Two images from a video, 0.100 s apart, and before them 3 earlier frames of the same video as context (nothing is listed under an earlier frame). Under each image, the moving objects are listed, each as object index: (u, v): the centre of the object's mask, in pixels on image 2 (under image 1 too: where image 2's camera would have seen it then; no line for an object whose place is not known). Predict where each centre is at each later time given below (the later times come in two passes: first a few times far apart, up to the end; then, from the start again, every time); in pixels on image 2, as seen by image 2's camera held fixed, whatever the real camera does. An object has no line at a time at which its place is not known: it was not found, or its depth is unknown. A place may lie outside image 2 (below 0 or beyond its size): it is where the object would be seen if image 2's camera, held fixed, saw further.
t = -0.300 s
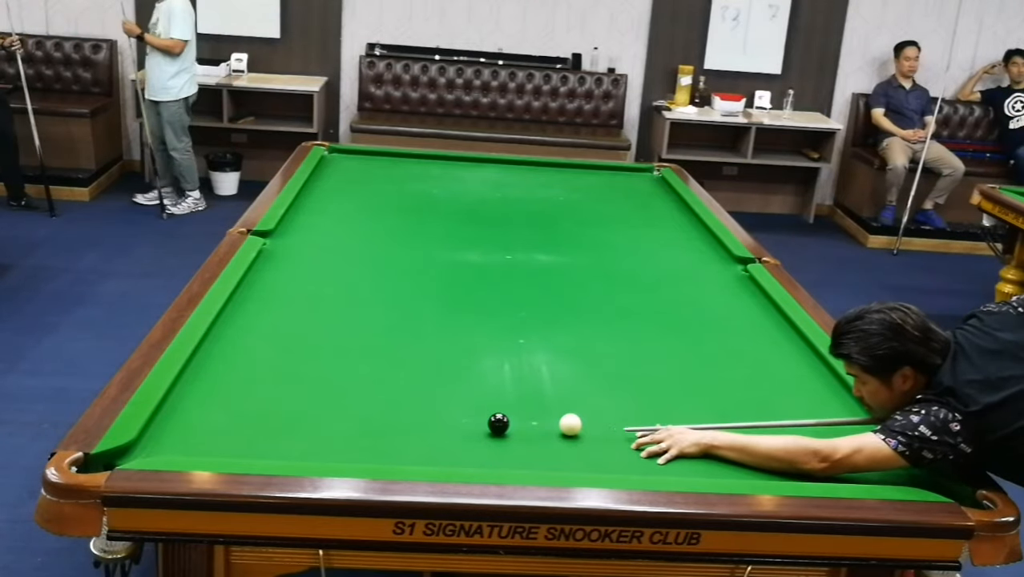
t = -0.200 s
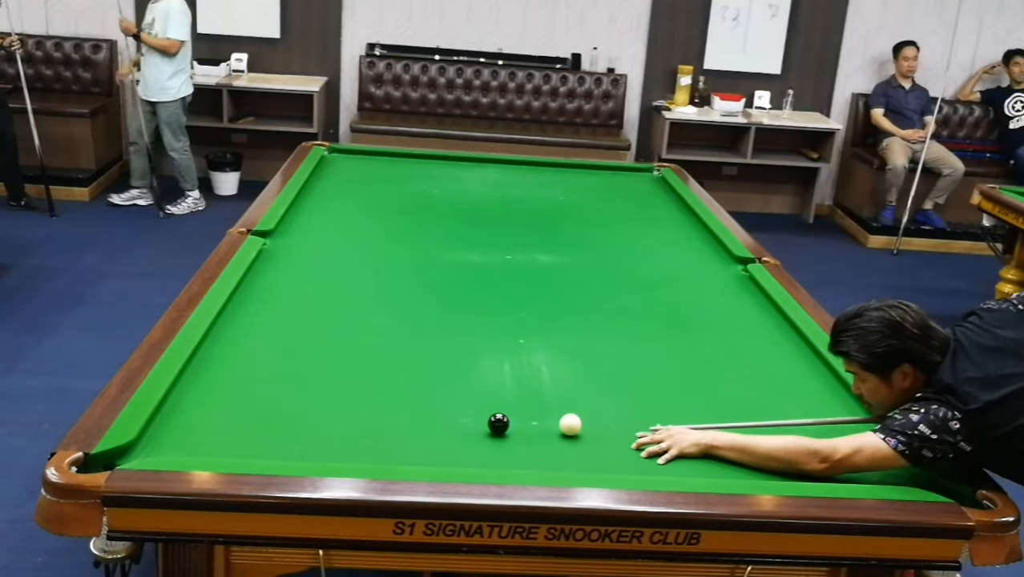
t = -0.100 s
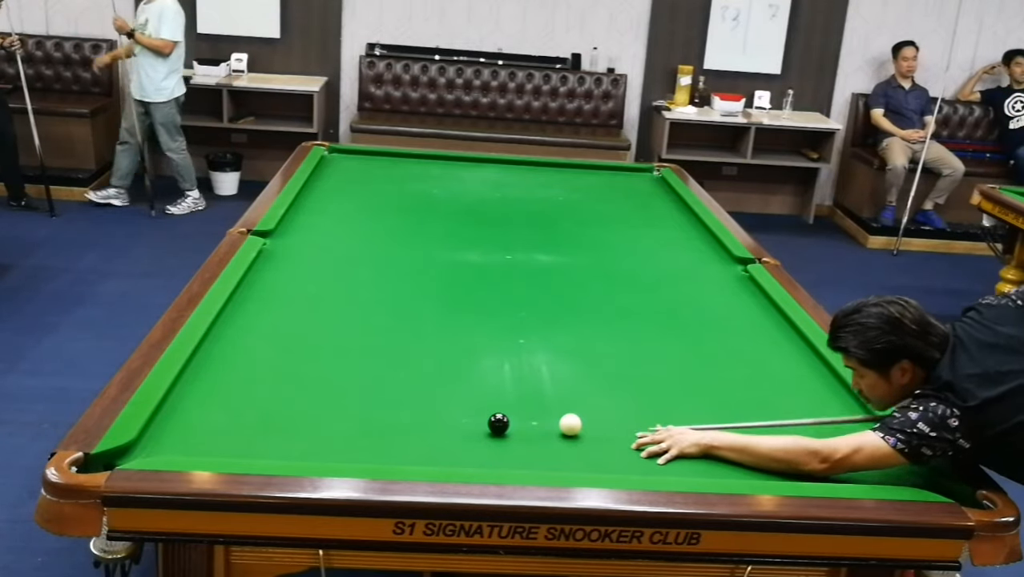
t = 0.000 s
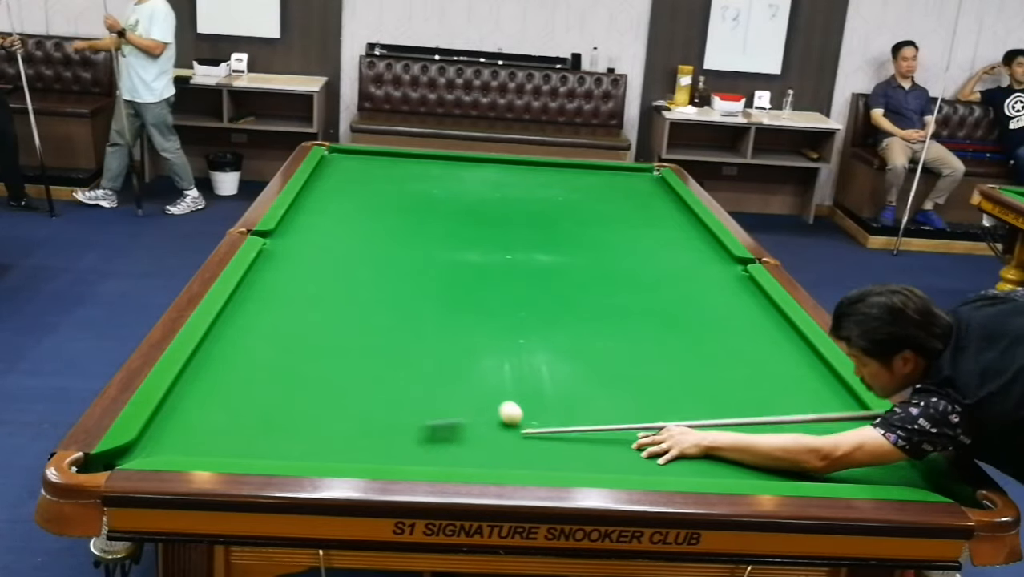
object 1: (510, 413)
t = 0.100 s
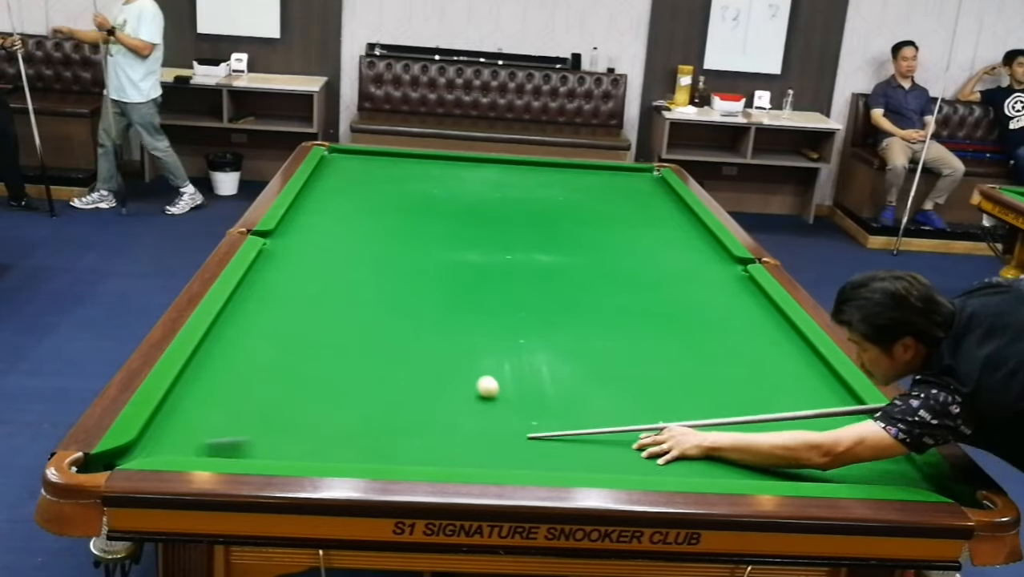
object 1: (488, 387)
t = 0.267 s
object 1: (474, 353)
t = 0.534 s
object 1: (501, 317)
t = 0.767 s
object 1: (544, 295)
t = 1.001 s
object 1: (581, 276)
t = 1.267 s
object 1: (617, 257)
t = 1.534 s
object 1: (649, 242)
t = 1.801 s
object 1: (676, 228)
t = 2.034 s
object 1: (693, 218)
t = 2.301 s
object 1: (665, 207)
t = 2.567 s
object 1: (641, 197)
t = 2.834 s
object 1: (618, 188)
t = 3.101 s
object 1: (599, 181)
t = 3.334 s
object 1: (583, 174)
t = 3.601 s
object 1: (567, 168)
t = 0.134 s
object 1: (482, 379)
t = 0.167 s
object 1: (479, 372)
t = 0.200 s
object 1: (476, 365)
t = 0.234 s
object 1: (474, 359)
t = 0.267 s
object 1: (474, 353)
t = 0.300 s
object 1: (474, 347)
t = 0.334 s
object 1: (476, 342)
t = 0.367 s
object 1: (478, 337)
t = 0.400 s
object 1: (481, 333)
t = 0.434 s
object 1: (485, 329)
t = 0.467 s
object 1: (489, 324)
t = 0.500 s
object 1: (495, 321)
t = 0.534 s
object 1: (501, 317)
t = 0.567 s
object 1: (508, 313)
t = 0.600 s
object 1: (514, 310)
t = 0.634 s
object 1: (520, 307)
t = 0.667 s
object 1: (526, 304)
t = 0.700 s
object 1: (532, 301)
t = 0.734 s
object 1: (538, 298)
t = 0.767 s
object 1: (544, 295)
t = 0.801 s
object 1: (549, 292)
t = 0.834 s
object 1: (555, 289)
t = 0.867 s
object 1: (560, 286)
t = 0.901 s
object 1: (566, 284)
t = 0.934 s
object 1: (571, 281)
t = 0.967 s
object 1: (576, 278)
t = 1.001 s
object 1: (581, 276)
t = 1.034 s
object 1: (586, 273)
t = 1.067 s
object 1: (590, 271)
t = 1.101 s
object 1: (595, 269)
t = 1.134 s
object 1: (600, 266)
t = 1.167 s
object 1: (604, 264)
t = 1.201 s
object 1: (609, 262)
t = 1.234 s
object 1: (613, 260)
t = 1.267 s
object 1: (617, 257)
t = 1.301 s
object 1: (622, 256)
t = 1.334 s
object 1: (626, 253)
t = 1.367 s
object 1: (630, 251)
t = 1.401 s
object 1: (634, 249)
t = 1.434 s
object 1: (638, 247)
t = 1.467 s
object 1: (641, 246)
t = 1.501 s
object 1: (645, 243)
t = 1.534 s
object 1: (649, 242)
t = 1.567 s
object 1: (653, 240)
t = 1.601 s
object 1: (656, 238)
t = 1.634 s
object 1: (660, 236)
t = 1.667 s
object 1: (663, 235)
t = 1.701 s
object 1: (667, 233)
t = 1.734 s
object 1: (670, 231)
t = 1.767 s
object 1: (673, 230)
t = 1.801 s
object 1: (676, 228)
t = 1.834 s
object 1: (680, 226)
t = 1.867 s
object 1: (683, 225)
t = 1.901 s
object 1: (686, 223)
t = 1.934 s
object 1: (689, 222)
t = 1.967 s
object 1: (691, 221)
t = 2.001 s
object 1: (694, 219)
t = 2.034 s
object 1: (693, 218)
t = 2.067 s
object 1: (689, 216)
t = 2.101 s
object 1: (685, 215)
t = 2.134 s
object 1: (682, 213)
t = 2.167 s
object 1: (678, 212)
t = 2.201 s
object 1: (675, 210)
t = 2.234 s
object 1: (672, 209)
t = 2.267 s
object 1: (668, 208)
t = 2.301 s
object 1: (665, 207)
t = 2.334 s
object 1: (662, 206)
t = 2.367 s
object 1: (659, 204)
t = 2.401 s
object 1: (656, 203)
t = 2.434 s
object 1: (653, 202)
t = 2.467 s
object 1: (650, 201)
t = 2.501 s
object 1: (646, 199)
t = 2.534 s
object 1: (644, 198)
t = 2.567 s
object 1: (641, 197)
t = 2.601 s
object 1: (638, 196)
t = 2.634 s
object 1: (635, 195)
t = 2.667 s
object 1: (632, 194)
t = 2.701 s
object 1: (629, 193)
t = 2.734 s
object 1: (627, 192)
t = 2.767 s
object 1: (624, 191)
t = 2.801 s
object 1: (621, 190)
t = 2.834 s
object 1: (618, 188)
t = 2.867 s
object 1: (616, 188)
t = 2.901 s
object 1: (613, 187)
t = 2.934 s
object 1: (611, 186)
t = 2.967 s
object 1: (608, 184)
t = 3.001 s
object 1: (606, 184)
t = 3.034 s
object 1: (603, 183)
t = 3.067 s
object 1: (601, 182)
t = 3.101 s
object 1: (599, 181)
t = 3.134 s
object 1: (596, 180)
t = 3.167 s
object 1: (594, 179)
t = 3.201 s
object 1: (592, 178)
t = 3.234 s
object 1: (590, 177)
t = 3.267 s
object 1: (587, 176)
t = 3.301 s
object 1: (585, 175)
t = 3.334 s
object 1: (583, 174)
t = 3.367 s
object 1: (581, 174)
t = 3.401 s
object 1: (579, 173)
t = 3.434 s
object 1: (576, 172)
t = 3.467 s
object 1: (575, 171)
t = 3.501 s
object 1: (572, 170)
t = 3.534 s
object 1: (570, 170)
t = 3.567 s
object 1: (568, 169)
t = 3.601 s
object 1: (567, 168)
